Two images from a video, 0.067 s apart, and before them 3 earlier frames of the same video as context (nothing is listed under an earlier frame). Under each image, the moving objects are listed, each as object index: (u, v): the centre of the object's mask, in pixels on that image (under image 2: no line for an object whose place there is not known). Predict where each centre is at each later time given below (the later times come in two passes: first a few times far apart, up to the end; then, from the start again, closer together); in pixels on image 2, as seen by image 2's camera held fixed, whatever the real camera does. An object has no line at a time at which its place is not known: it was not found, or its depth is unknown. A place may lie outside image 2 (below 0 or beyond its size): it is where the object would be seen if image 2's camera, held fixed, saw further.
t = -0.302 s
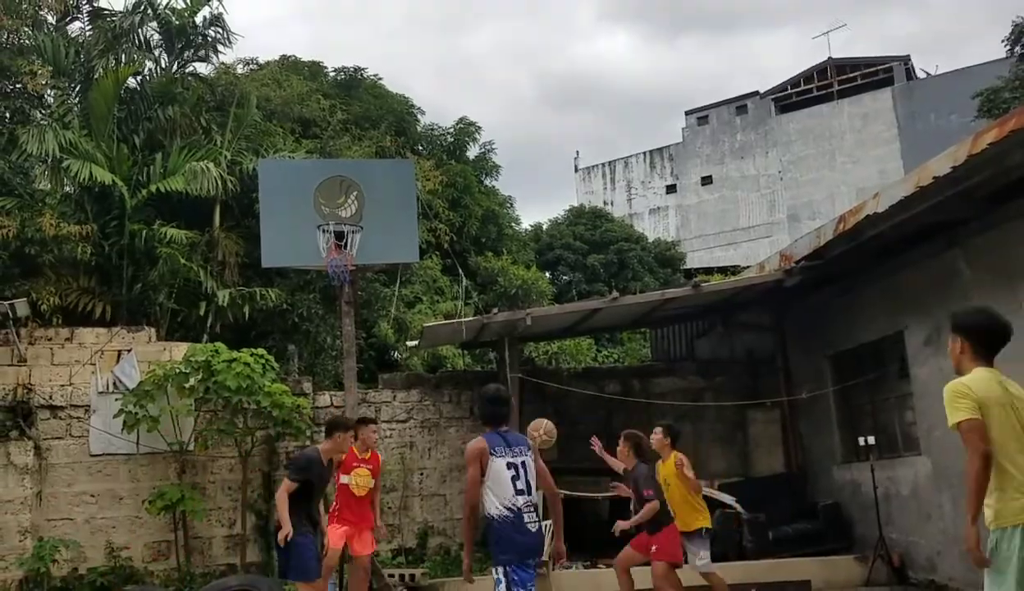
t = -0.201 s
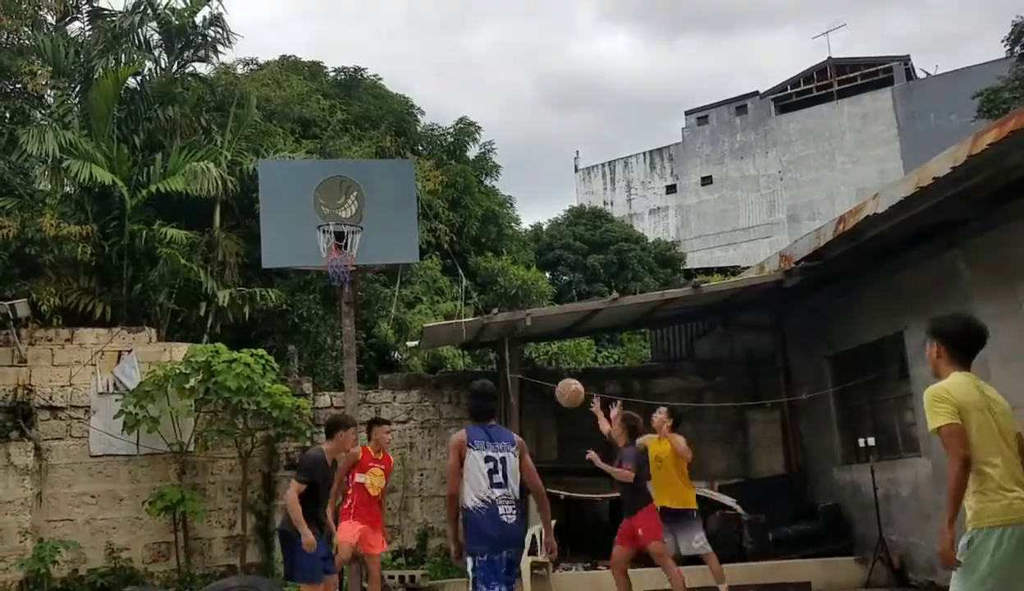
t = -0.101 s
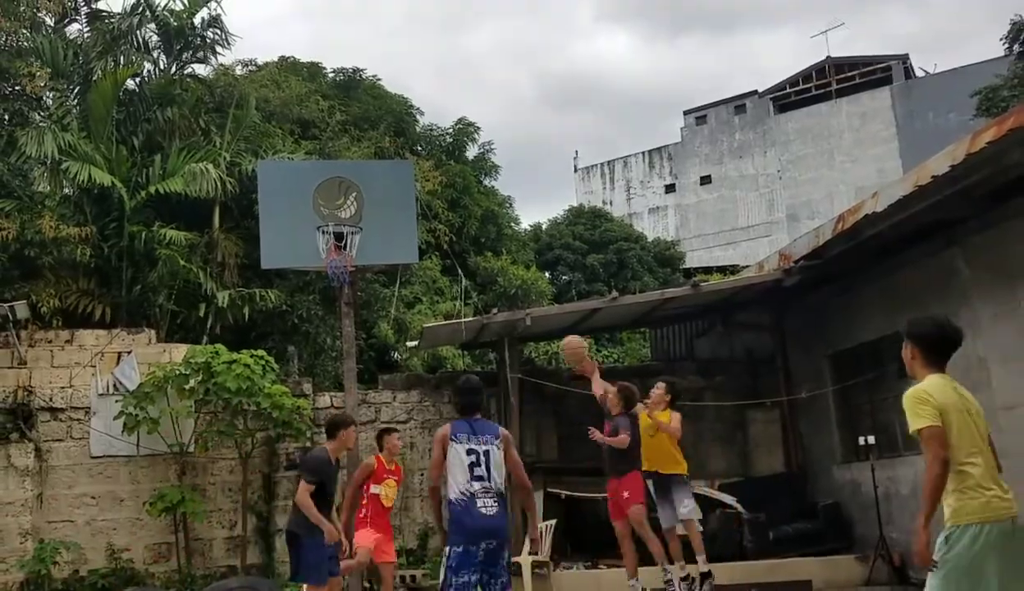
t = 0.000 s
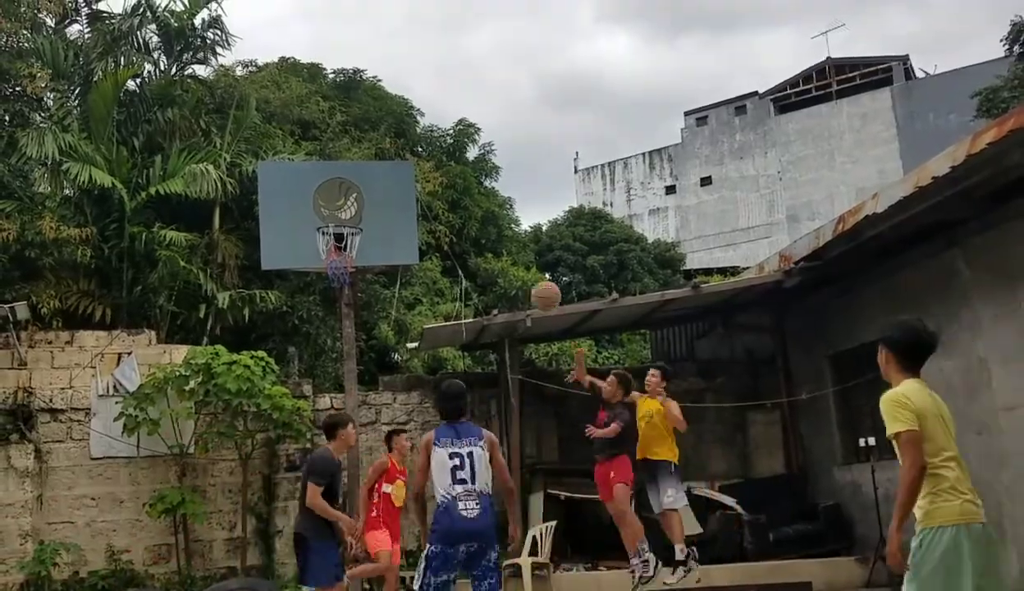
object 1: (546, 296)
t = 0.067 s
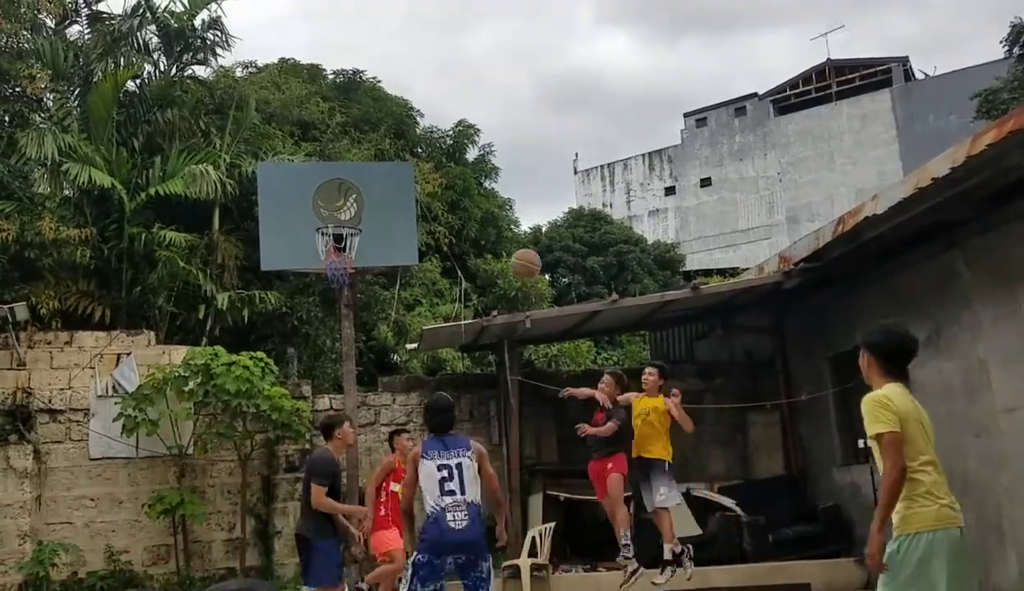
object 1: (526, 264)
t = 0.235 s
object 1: (471, 195)
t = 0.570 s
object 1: (325, 137)
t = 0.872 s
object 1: (88, 273)
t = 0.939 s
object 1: (10, 359)
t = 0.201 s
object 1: (483, 207)
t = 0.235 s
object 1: (471, 195)
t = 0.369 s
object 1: (421, 156)
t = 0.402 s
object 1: (406, 149)
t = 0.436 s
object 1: (392, 144)
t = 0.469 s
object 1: (377, 140)
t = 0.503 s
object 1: (360, 138)
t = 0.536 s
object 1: (343, 136)
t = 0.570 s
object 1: (325, 137)
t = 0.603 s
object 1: (306, 140)
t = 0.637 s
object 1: (285, 144)
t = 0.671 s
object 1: (263, 151)
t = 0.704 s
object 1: (240, 162)
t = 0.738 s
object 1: (215, 176)
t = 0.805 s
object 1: (157, 215)
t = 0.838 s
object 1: (124, 241)
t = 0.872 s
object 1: (88, 273)
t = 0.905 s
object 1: (47, 312)
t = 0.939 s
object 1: (10, 359)
